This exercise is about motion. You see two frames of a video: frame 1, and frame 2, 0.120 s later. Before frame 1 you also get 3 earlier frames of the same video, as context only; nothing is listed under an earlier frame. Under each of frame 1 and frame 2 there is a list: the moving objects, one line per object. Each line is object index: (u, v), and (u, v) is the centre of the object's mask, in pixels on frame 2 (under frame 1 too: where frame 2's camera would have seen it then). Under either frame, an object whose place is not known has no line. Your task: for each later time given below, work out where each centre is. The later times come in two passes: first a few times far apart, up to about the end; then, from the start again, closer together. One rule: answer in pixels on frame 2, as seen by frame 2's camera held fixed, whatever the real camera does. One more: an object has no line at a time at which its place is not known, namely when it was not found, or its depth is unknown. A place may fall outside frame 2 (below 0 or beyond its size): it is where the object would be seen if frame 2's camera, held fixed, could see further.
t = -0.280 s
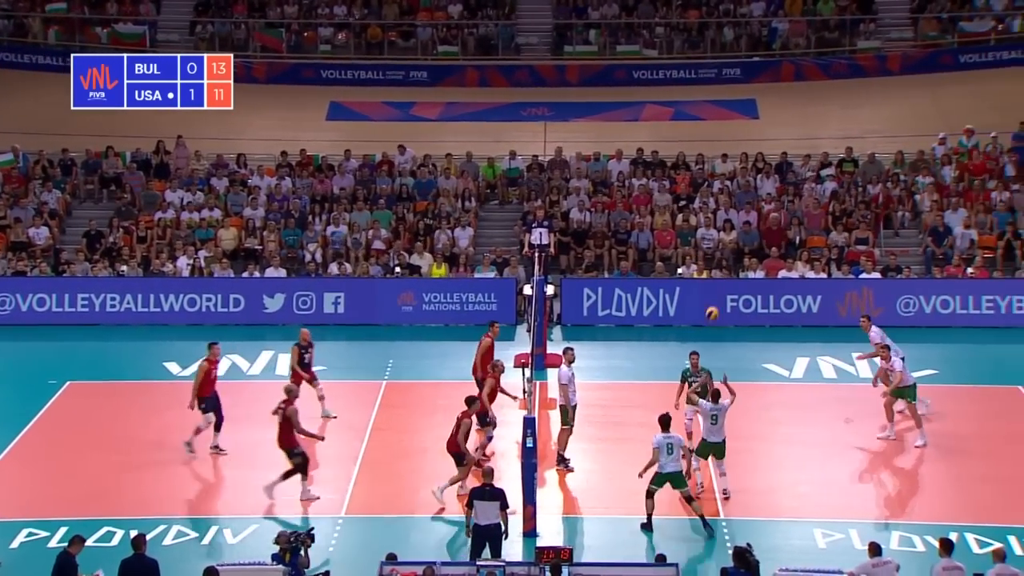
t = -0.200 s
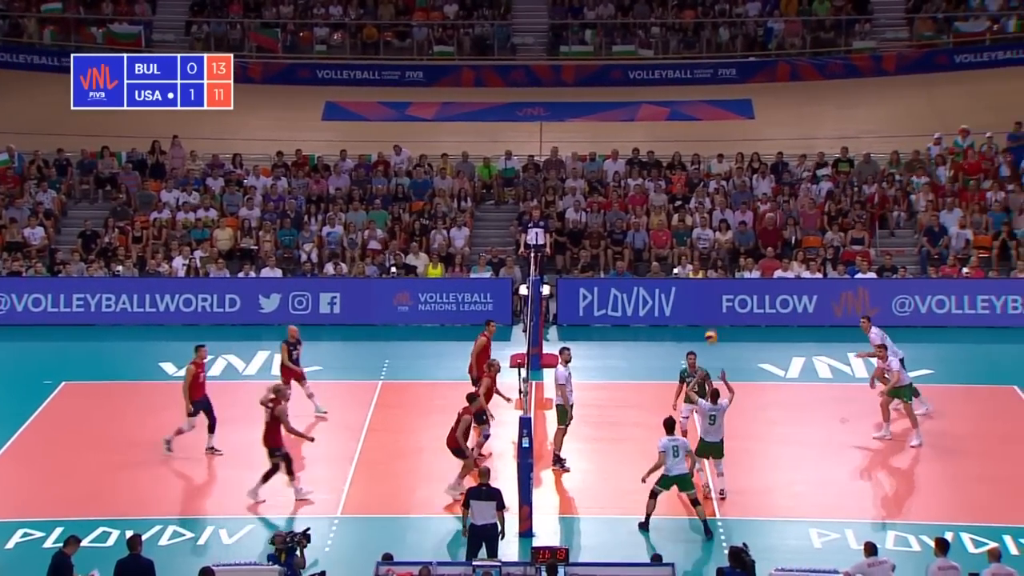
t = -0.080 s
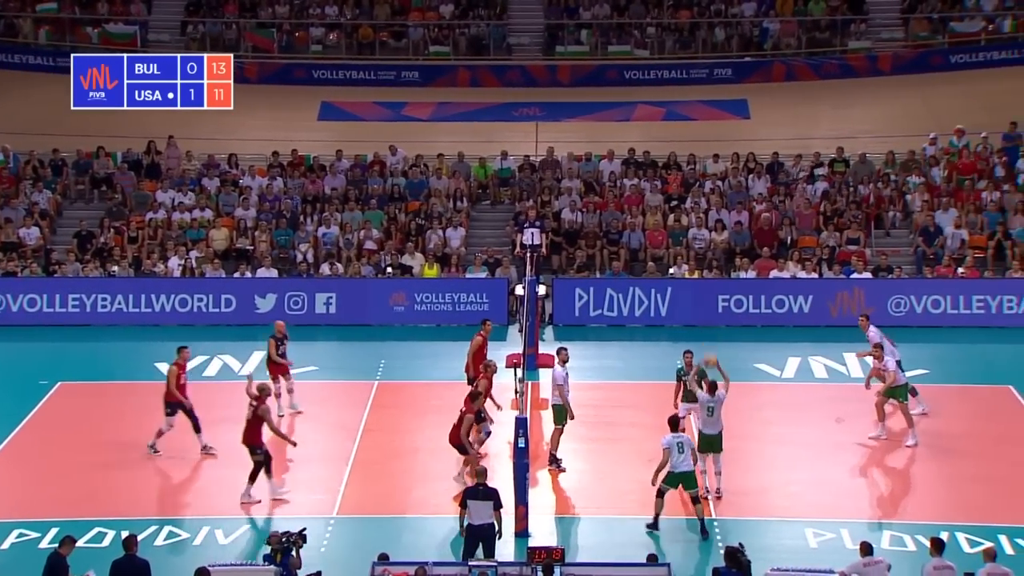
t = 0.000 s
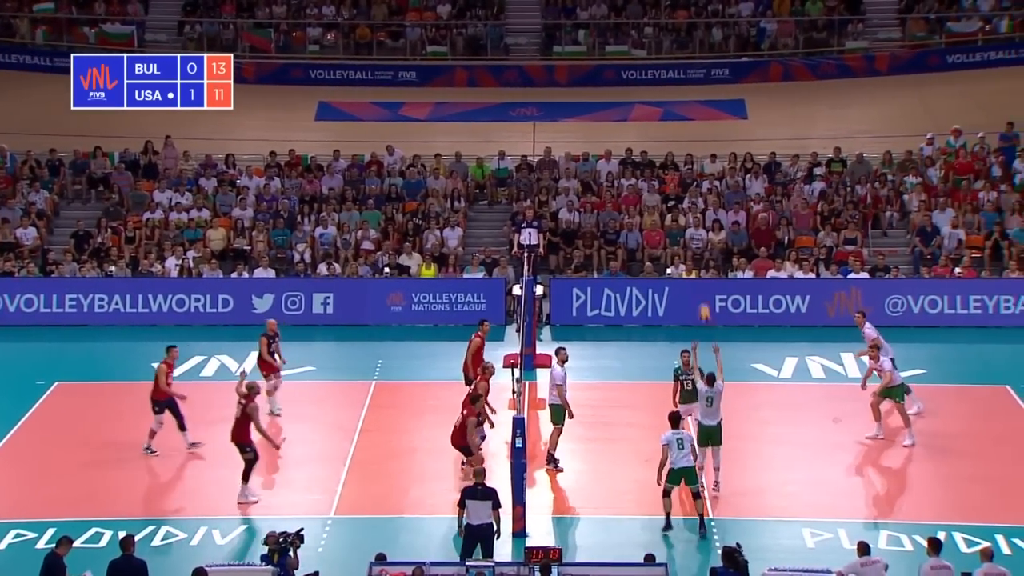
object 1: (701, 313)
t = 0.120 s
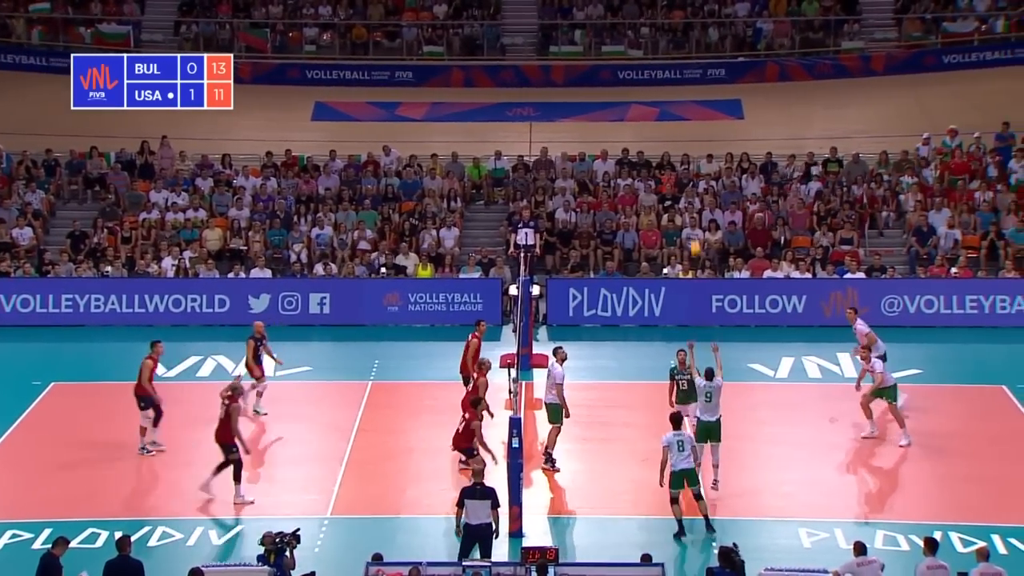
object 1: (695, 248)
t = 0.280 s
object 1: (688, 178)
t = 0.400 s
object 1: (684, 139)
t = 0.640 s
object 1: (676, 89)
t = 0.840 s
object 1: (670, 77)
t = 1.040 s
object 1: (664, 85)
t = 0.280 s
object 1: (688, 178)
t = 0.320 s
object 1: (687, 163)
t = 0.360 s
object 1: (685, 151)
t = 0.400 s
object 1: (684, 139)
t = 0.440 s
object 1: (682, 129)
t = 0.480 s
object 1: (681, 119)
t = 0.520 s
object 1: (679, 110)
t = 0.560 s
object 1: (678, 102)
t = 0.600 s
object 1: (678, 95)
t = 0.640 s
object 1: (676, 89)
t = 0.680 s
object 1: (675, 85)
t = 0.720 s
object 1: (674, 81)
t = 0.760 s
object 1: (672, 79)
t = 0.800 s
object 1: (671, 77)
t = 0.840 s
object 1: (670, 77)
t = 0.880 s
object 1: (669, 77)
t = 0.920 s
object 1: (667, 78)
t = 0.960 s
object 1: (666, 79)
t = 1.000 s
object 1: (665, 82)
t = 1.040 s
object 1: (664, 85)
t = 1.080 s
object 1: (662, 90)
